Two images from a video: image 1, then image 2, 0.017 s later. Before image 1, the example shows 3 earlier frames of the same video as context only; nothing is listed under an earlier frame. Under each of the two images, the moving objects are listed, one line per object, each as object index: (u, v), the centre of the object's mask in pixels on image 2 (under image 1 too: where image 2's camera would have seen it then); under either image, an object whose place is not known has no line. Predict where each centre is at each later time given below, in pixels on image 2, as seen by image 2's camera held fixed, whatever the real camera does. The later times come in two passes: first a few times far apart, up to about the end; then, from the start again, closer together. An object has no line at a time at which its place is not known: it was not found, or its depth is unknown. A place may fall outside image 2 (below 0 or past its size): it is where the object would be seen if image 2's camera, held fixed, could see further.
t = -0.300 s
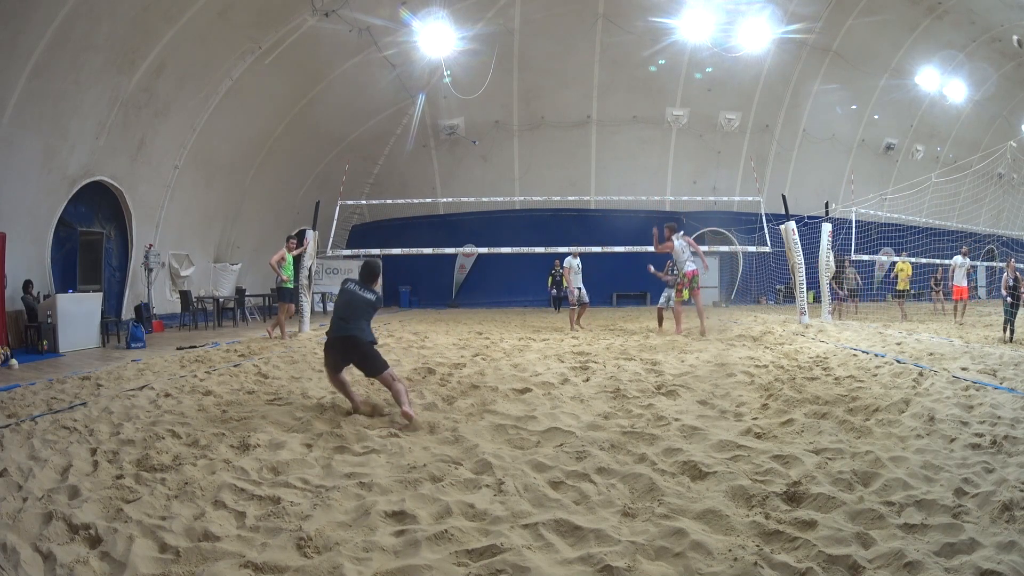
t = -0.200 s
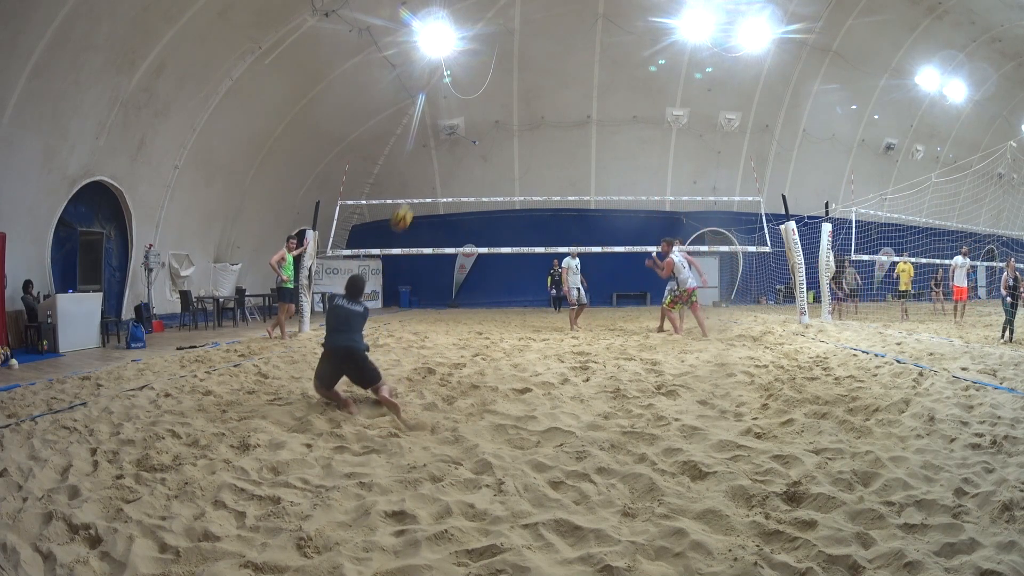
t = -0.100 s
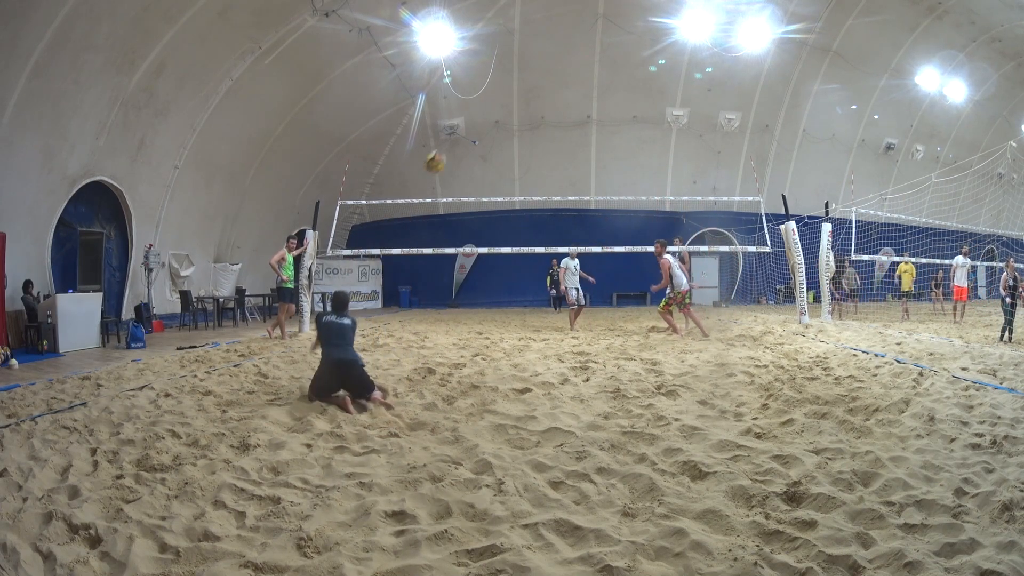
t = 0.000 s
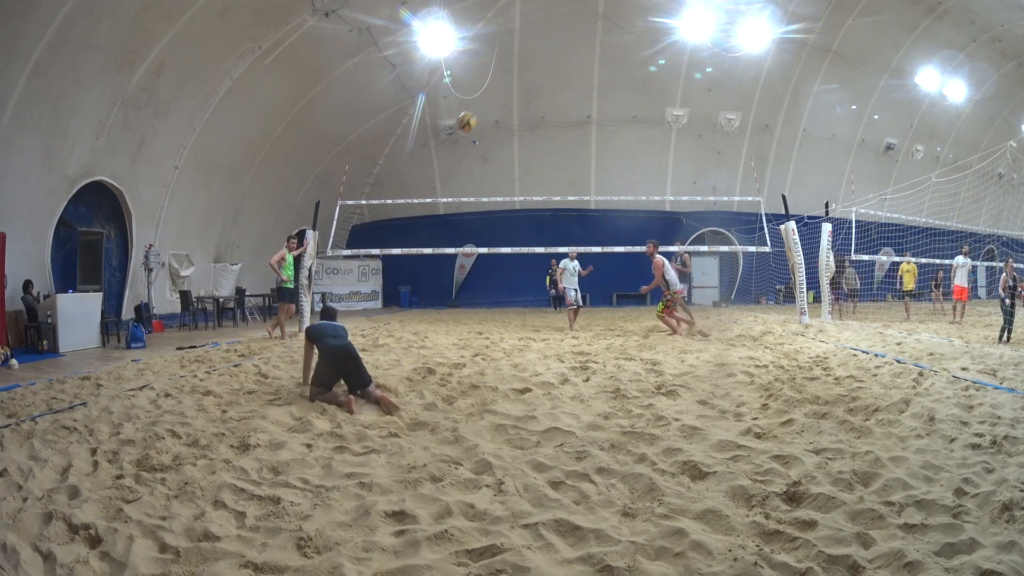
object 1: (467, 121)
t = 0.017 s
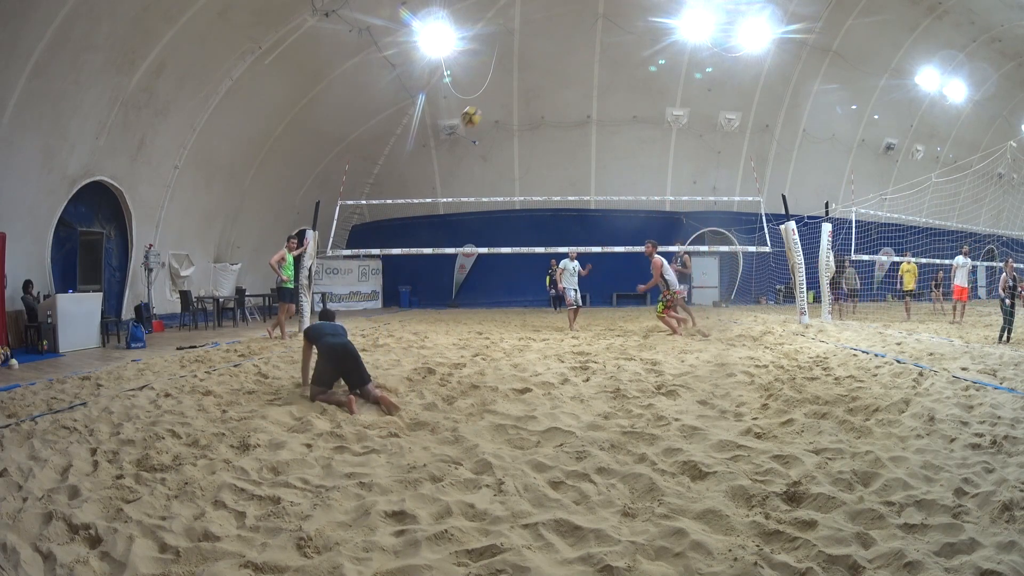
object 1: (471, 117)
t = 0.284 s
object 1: (542, 68)
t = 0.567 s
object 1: (605, 77)
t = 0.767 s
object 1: (646, 114)
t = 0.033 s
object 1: (476, 111)
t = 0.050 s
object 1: (480, 107)
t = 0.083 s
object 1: (490, 98)
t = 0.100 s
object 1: (495, 94)
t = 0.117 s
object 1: (499, 90)
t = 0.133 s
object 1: (503, 87)
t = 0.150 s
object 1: (508, 84)
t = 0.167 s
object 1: (512, 82)
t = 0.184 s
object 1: (517, 78)
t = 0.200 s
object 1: (521, 77)
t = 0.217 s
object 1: (525, 75)
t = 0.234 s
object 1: (529, 72)
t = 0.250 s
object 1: (533, 70)
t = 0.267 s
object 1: (537, 69)
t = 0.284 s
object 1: (542, 68)
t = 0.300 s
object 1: (545, 67)
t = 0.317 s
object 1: (550, 66)
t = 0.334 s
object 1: (553, 66)
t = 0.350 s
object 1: (557, 66)
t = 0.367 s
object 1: (561, 65)
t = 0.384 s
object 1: (565, 65)
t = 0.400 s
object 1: (569, 66)
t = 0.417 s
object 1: (572, 66)
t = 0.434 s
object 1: (576, 66)
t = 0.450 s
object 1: (580, 67)
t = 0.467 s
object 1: (583, 68)
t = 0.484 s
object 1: (587, 69)
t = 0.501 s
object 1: (591, 70)
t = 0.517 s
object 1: (594, 72)
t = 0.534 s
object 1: (598, 74)
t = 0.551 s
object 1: (601, 75)
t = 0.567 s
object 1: (605, 77)
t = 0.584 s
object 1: (609, 80)
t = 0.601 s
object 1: (612, 81)
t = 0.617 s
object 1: (616, 84)
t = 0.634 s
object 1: (619, 86)
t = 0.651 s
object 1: (623, 90)
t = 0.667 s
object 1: (626, 93)
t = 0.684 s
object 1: (629, 95)
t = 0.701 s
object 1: (633, 99)
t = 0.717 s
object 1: (636, 103)
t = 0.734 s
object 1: (640, 106)
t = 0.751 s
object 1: (643, 110)
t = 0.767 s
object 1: (646, 114)
